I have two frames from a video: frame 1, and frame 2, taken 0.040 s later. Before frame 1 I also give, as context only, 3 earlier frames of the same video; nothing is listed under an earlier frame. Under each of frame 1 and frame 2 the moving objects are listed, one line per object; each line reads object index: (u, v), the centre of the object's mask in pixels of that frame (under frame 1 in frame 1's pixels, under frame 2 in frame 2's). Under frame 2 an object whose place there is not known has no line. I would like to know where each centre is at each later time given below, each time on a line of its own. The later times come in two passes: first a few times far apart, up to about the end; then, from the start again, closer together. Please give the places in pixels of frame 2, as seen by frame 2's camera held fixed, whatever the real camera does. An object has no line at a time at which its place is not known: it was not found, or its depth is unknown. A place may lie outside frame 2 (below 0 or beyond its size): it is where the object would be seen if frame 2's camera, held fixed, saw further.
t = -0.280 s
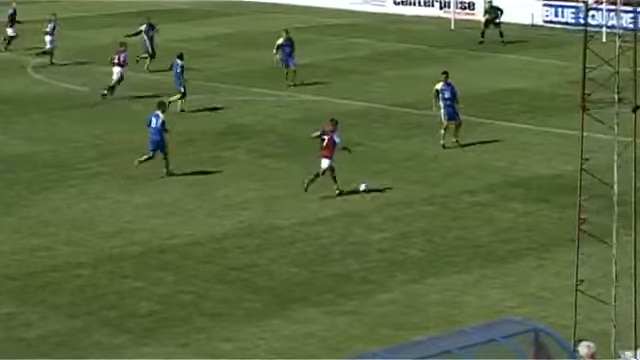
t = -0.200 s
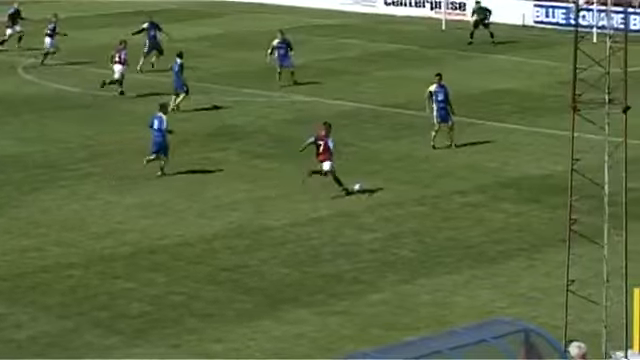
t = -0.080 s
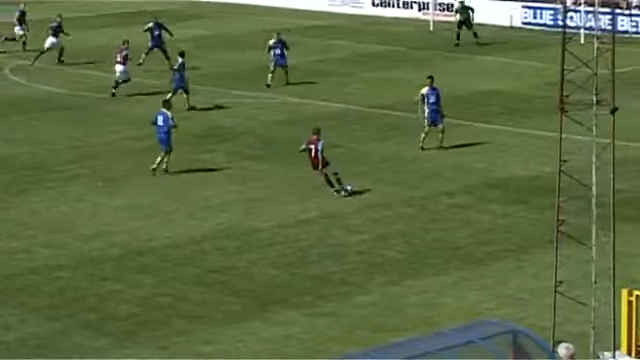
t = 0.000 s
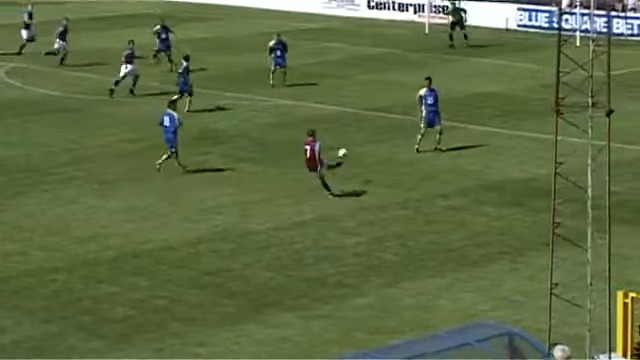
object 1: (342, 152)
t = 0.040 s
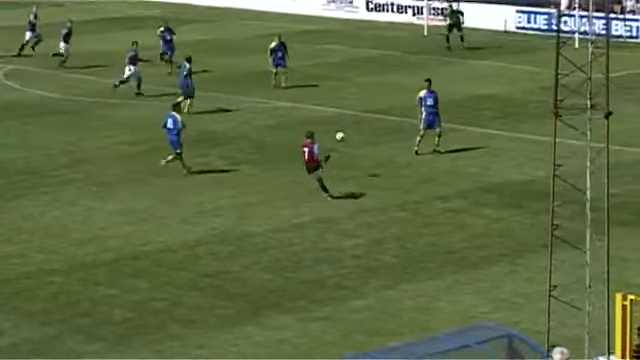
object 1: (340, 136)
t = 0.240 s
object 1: (330, 64)
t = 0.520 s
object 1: (310, 12)
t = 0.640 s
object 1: (300, 2)
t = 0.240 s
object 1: (330, 64)
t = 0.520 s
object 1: (310, 12)
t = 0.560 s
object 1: (306, 8)
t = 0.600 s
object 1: (303, 4)
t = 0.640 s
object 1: (300, 2)
